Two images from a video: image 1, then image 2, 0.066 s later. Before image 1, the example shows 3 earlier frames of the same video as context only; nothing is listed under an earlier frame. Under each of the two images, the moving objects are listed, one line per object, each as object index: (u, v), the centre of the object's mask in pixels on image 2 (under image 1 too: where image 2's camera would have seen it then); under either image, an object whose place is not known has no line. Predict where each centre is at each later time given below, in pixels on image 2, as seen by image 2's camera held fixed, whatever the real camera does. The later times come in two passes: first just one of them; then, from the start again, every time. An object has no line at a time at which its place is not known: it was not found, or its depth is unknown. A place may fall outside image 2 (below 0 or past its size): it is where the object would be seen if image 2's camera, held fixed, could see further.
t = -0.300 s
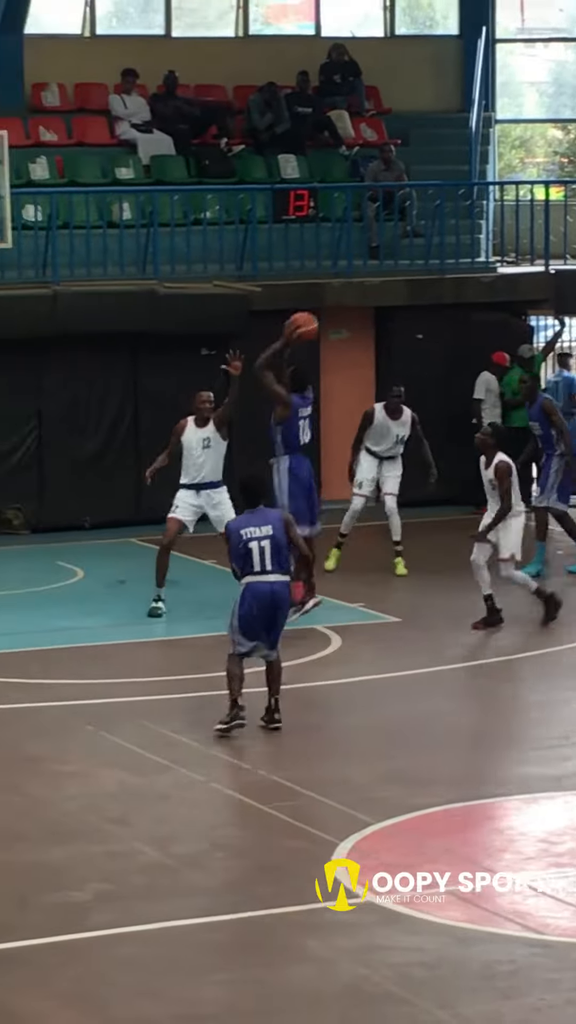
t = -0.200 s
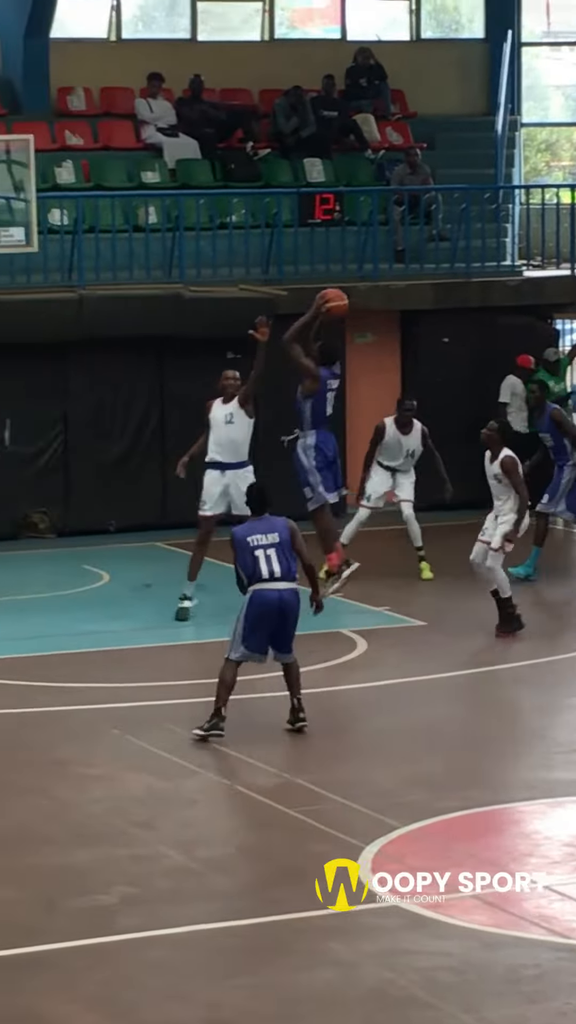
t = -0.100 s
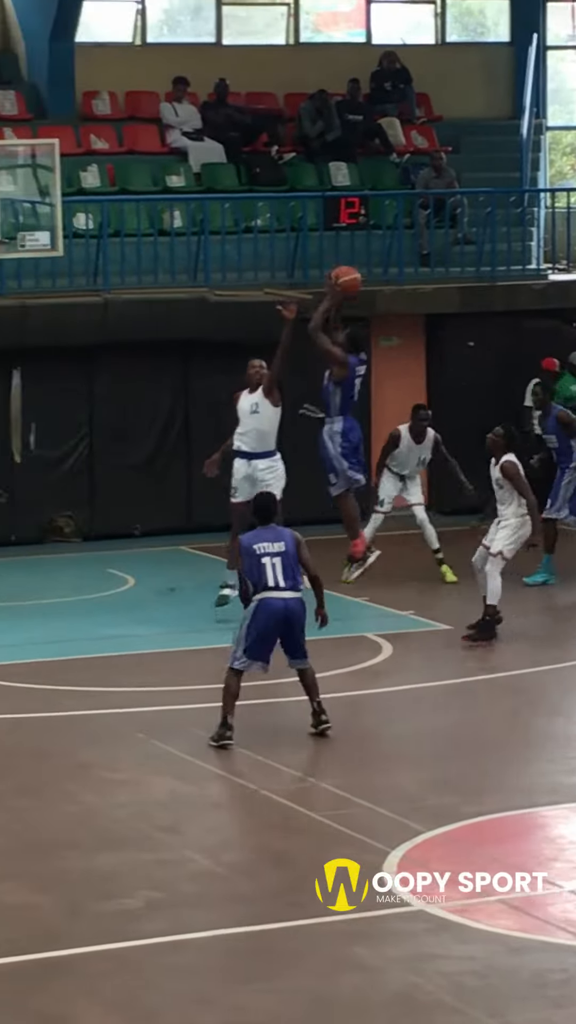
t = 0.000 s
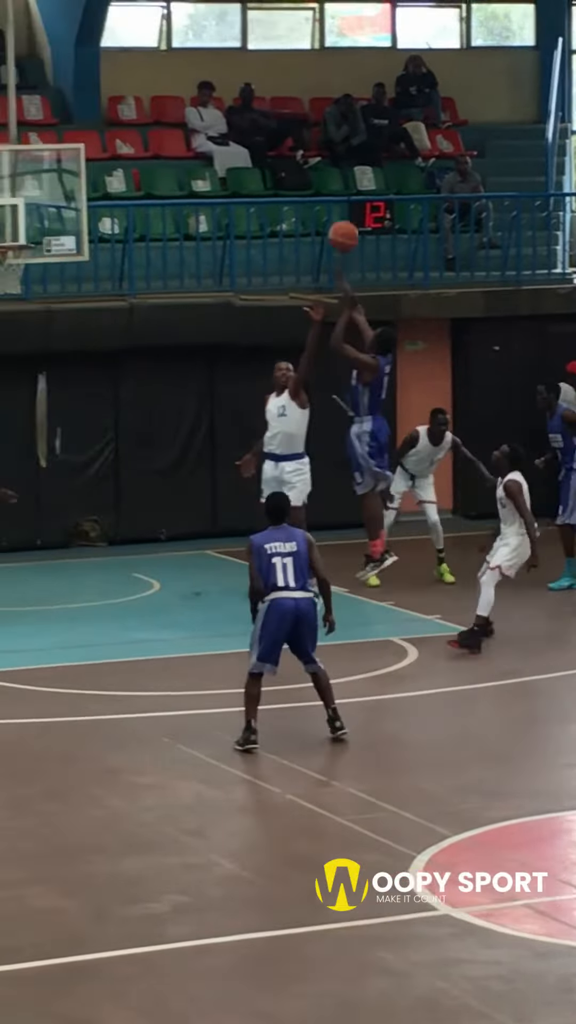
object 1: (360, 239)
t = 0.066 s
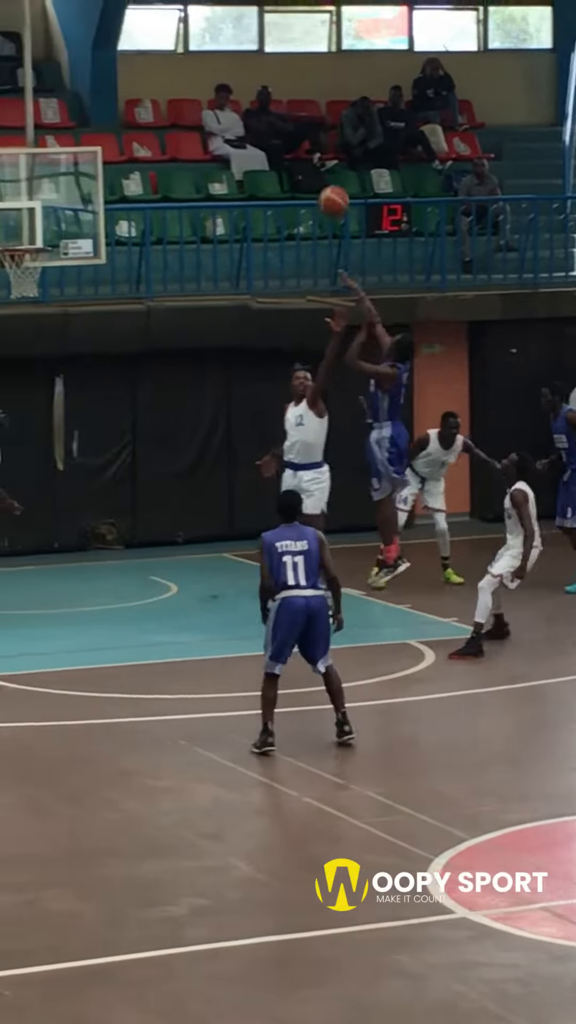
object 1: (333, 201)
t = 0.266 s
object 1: (262, 126)
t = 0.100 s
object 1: (321, 185)
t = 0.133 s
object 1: (309, 171)
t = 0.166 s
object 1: (297, 158)
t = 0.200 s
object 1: (286, 145)
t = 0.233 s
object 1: (274, 134)
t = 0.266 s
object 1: (262, 126)
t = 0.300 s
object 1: (251, 119)
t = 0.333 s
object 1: (239, 114)
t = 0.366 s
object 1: (227, 109)
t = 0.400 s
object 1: (215, 107)
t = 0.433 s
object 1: (204, 105)
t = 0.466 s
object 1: (194, 103)
